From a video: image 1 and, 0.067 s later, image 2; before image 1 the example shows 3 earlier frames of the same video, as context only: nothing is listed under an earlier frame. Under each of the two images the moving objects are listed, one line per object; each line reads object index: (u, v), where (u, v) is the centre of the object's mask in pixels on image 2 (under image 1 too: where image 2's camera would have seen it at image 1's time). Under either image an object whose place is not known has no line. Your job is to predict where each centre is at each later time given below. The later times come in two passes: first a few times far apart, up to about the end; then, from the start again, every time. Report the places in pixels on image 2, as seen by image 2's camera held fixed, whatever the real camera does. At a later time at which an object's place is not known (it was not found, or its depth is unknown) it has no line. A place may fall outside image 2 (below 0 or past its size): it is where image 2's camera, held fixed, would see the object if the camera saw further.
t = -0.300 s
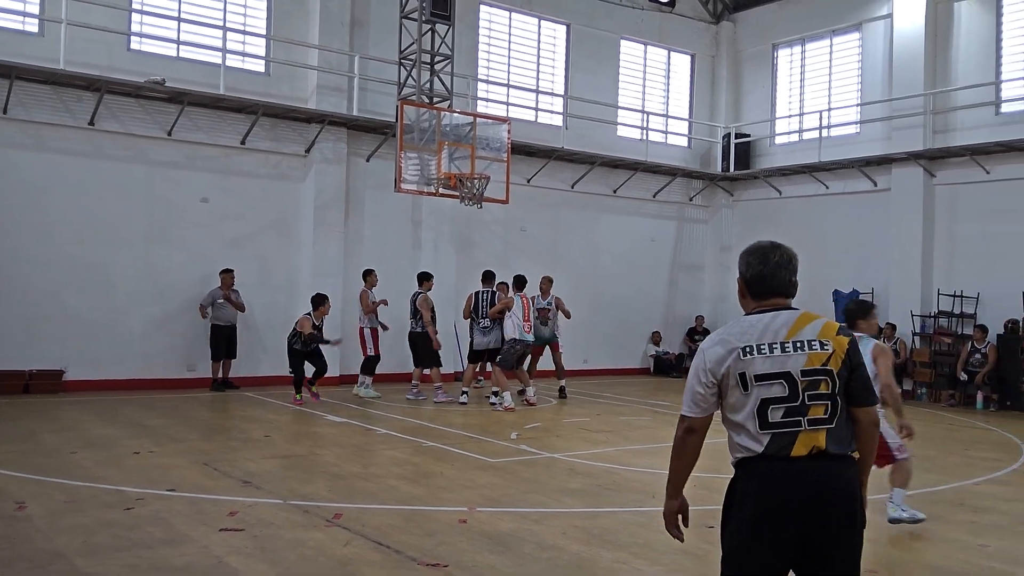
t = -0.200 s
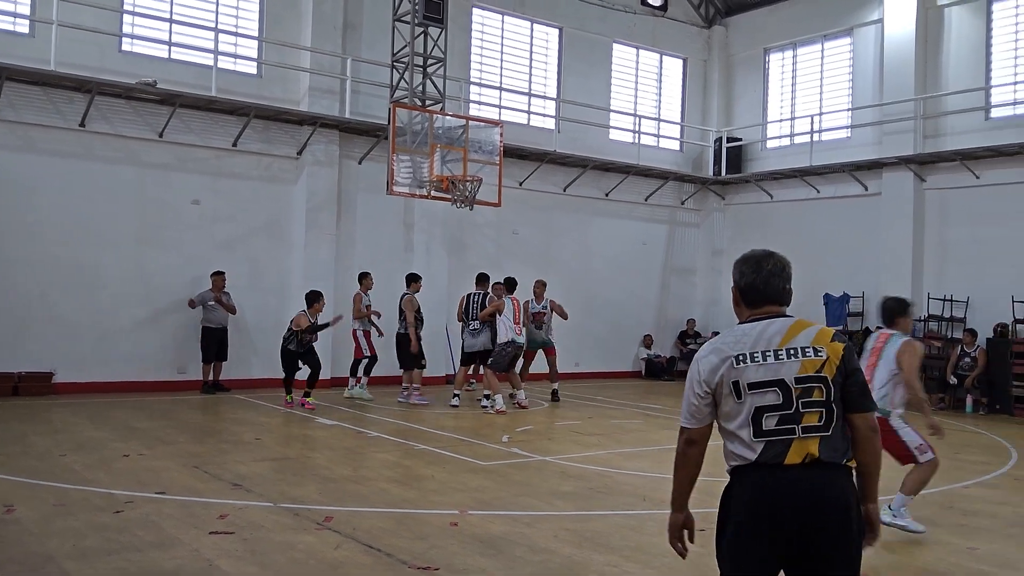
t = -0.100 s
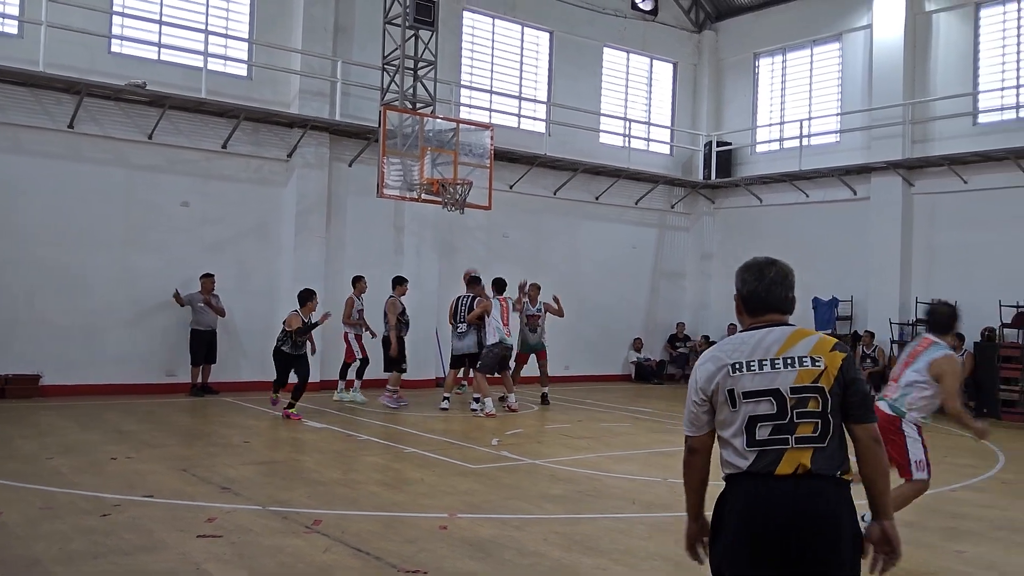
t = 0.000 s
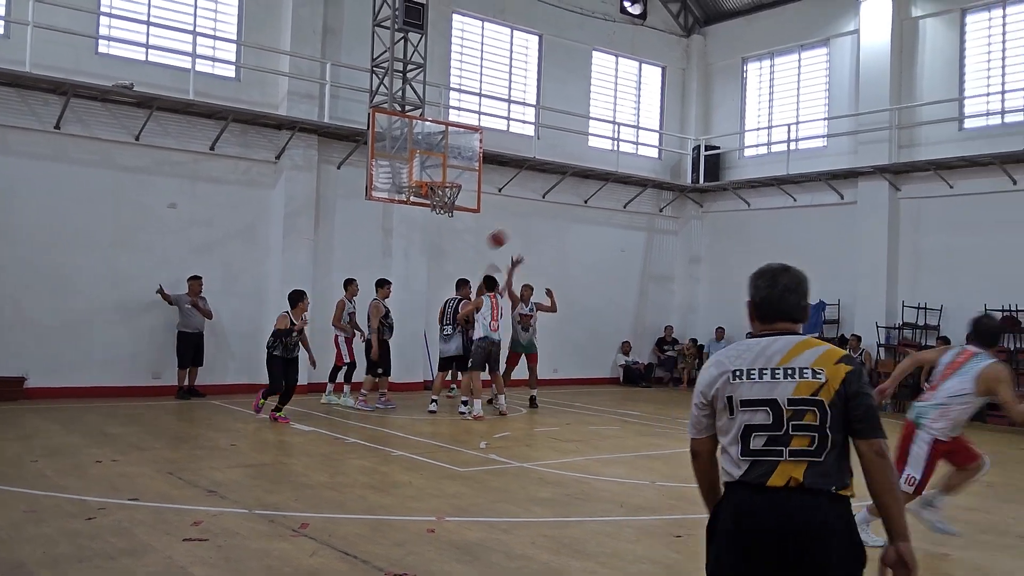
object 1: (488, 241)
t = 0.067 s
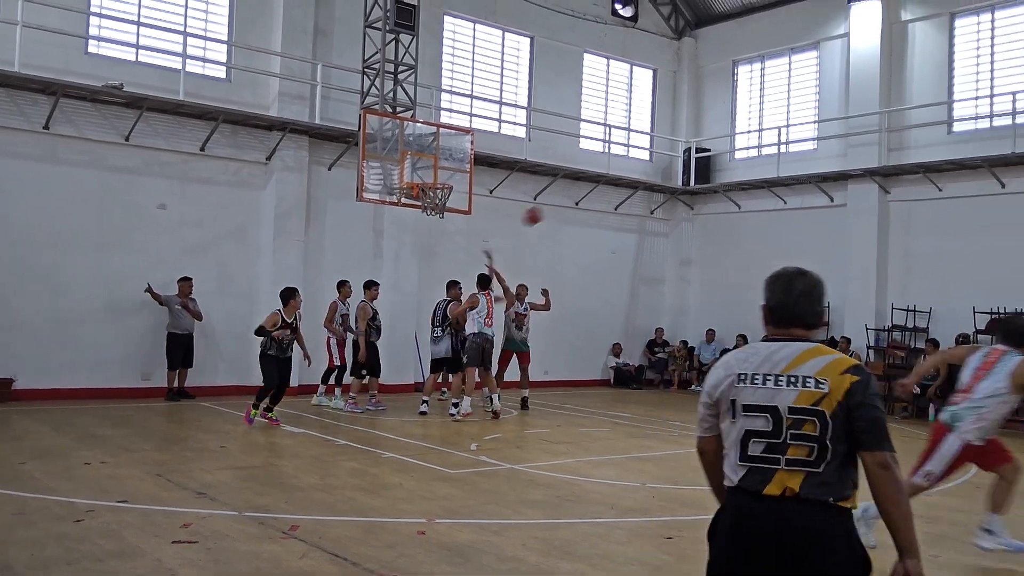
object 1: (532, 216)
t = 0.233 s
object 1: (661, 159)
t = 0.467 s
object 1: (907, 90)
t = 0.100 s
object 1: (556, 203)
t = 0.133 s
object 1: (579, 192)
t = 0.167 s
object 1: (605, 180)
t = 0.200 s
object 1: (631, 169)
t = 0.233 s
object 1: (661, 159)
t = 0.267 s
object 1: (690, 147)
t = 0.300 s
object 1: (722, 136)
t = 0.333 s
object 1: (755, 126)
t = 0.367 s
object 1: (789, 117)
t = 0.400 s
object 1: (826, 107)
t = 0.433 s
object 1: (865, 99)
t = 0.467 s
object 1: (907, 90)
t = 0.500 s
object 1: (952, 83)
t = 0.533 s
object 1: (1001, 76)
